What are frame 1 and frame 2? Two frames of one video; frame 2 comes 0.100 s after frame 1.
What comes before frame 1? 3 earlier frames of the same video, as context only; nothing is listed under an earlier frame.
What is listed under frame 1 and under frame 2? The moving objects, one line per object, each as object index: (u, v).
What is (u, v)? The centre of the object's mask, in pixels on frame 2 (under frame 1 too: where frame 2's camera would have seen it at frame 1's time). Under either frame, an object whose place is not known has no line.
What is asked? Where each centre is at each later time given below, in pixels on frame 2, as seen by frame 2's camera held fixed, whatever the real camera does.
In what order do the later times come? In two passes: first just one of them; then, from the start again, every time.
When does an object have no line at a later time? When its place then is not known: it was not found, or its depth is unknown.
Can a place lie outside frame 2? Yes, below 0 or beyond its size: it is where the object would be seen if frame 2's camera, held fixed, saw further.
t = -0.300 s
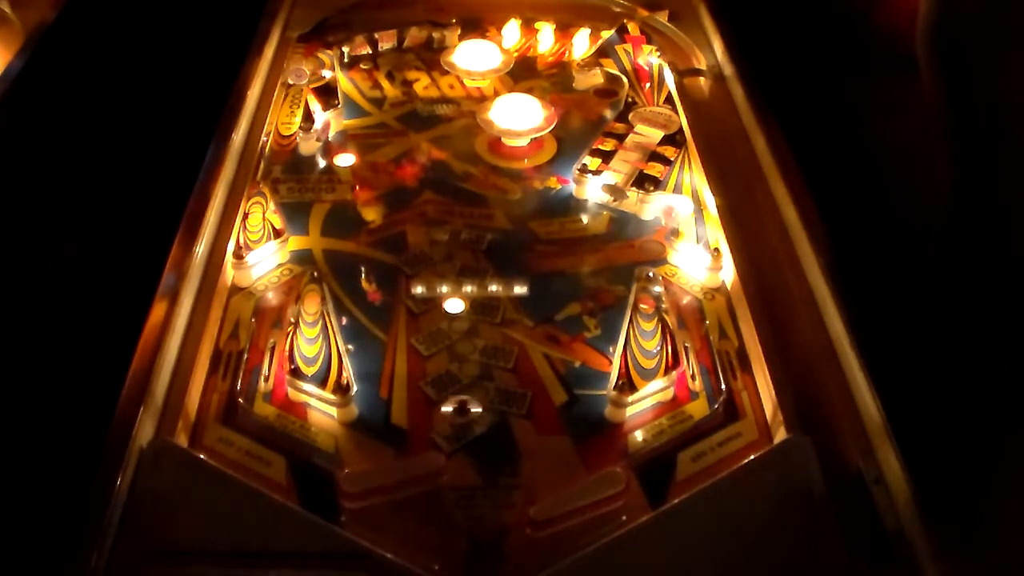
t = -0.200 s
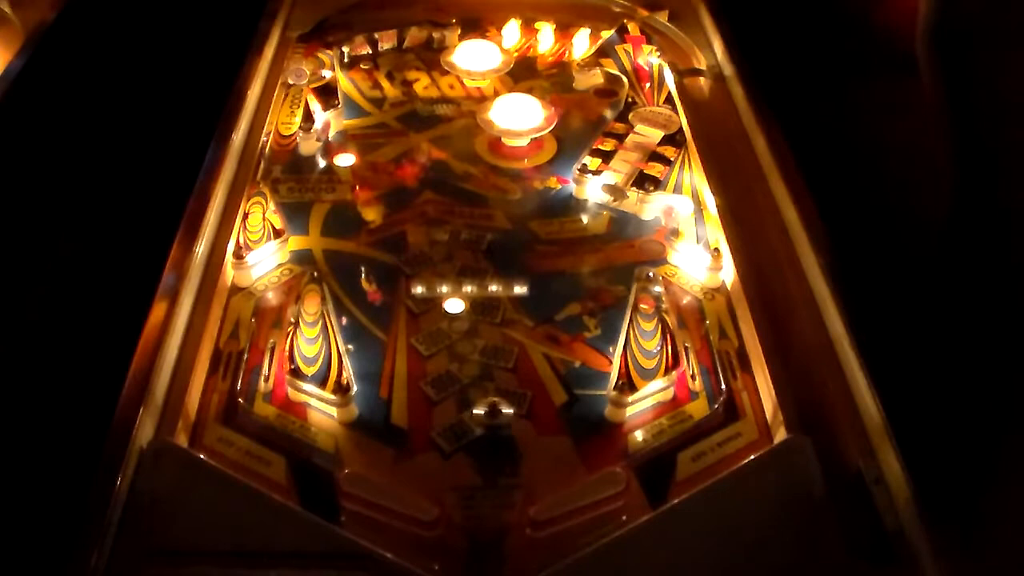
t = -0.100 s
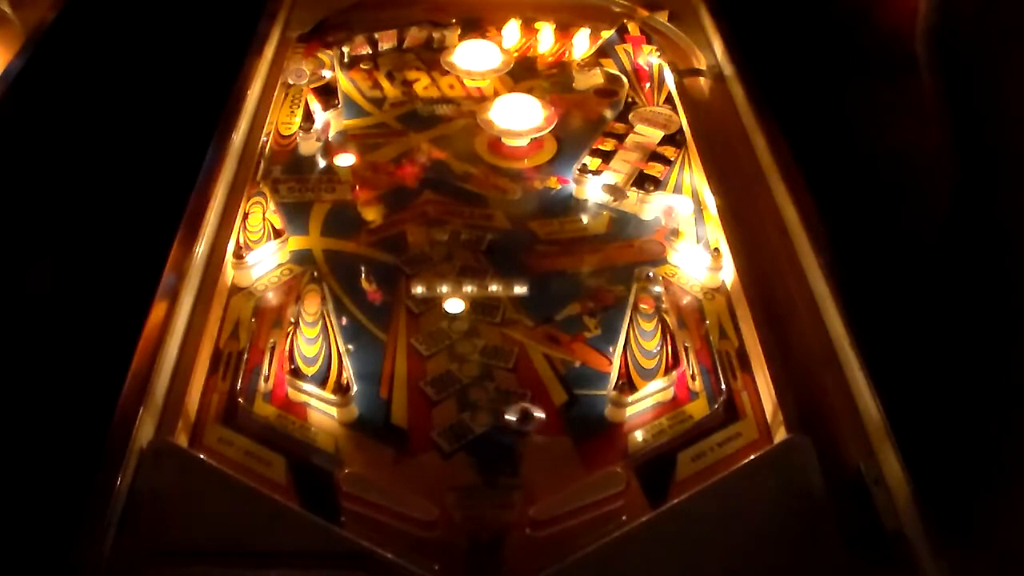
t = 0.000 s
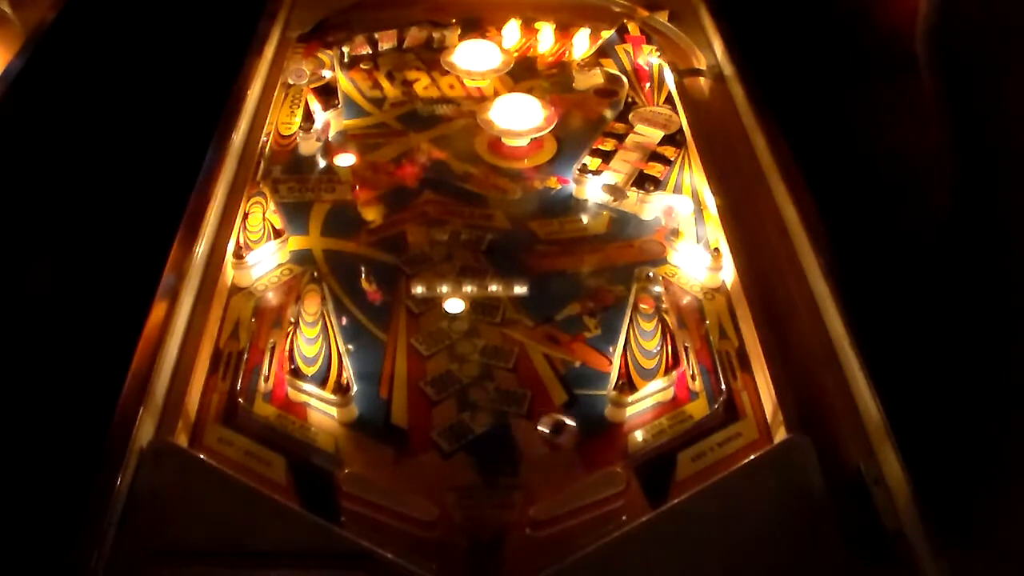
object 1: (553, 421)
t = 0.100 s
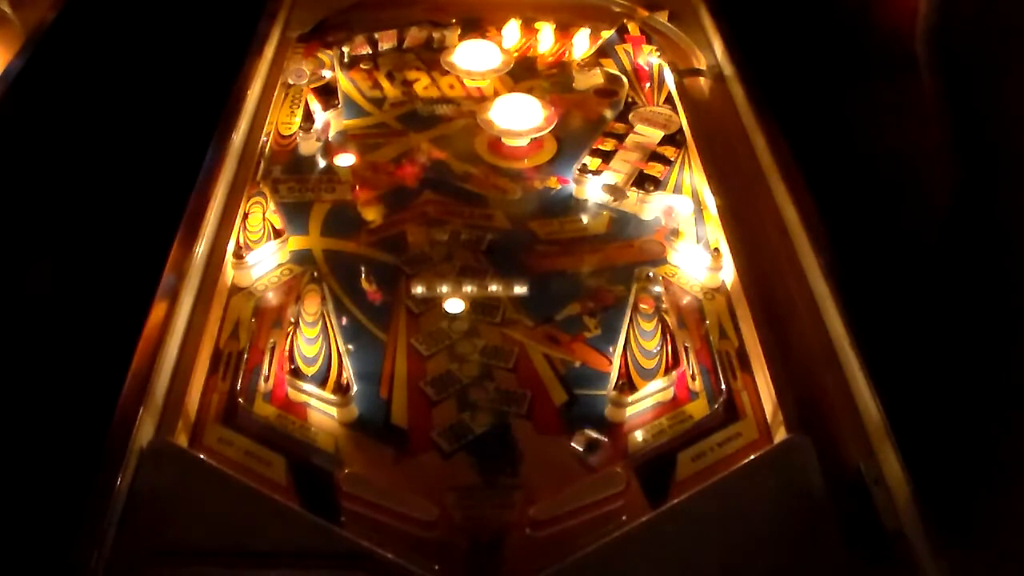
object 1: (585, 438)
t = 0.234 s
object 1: (585, 432)
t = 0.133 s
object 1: (594, 441)
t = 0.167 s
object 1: (589, 437)
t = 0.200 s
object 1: (587, 434)
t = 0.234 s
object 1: (585, 432)
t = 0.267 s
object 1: (584, 431)
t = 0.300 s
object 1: (582, 430)
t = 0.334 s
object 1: (581, 430)
